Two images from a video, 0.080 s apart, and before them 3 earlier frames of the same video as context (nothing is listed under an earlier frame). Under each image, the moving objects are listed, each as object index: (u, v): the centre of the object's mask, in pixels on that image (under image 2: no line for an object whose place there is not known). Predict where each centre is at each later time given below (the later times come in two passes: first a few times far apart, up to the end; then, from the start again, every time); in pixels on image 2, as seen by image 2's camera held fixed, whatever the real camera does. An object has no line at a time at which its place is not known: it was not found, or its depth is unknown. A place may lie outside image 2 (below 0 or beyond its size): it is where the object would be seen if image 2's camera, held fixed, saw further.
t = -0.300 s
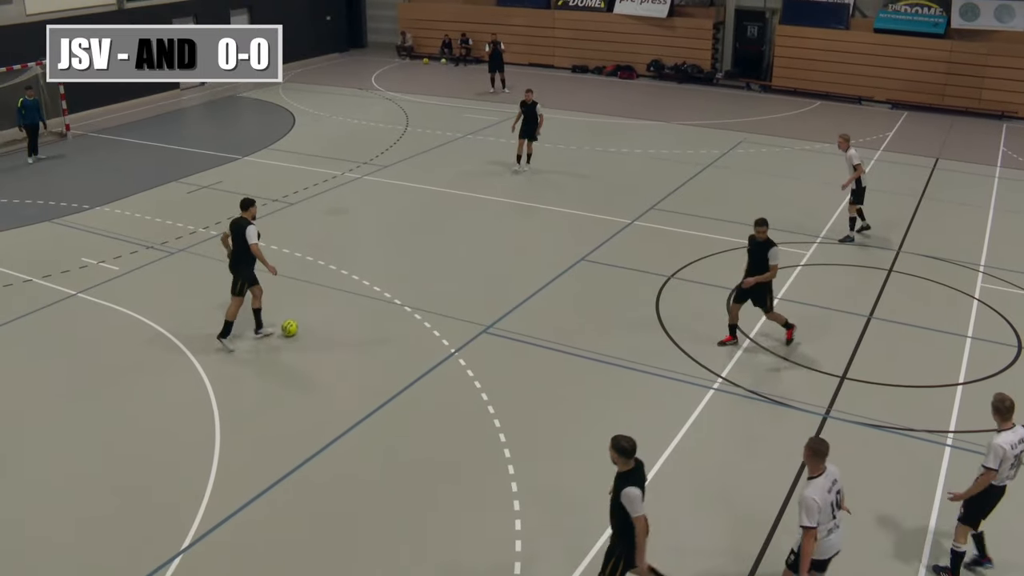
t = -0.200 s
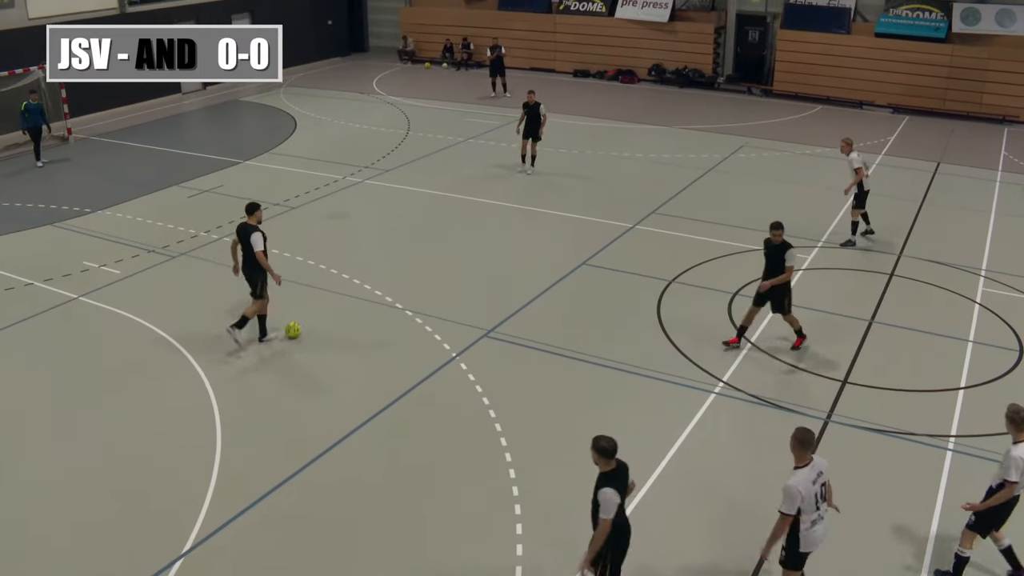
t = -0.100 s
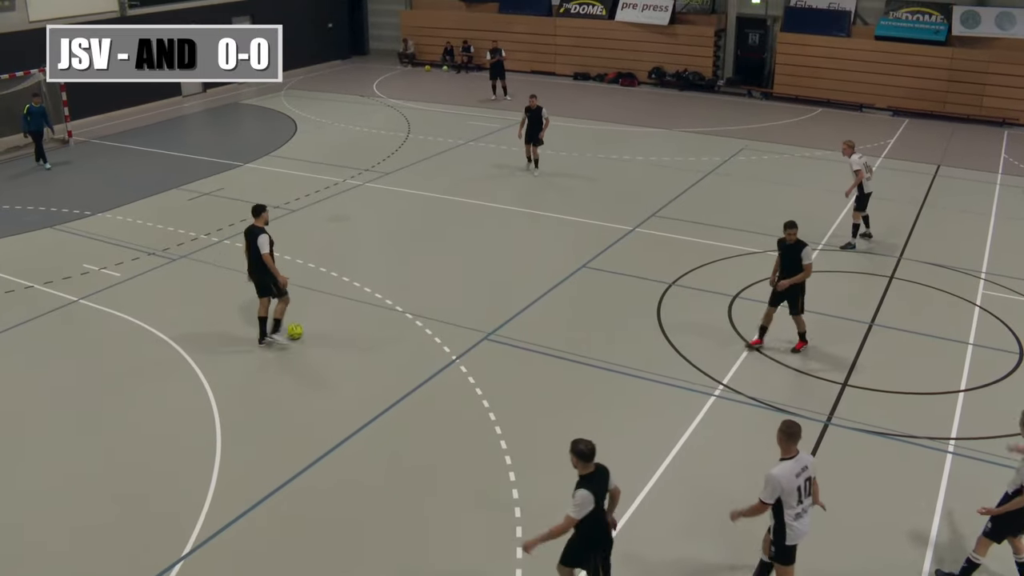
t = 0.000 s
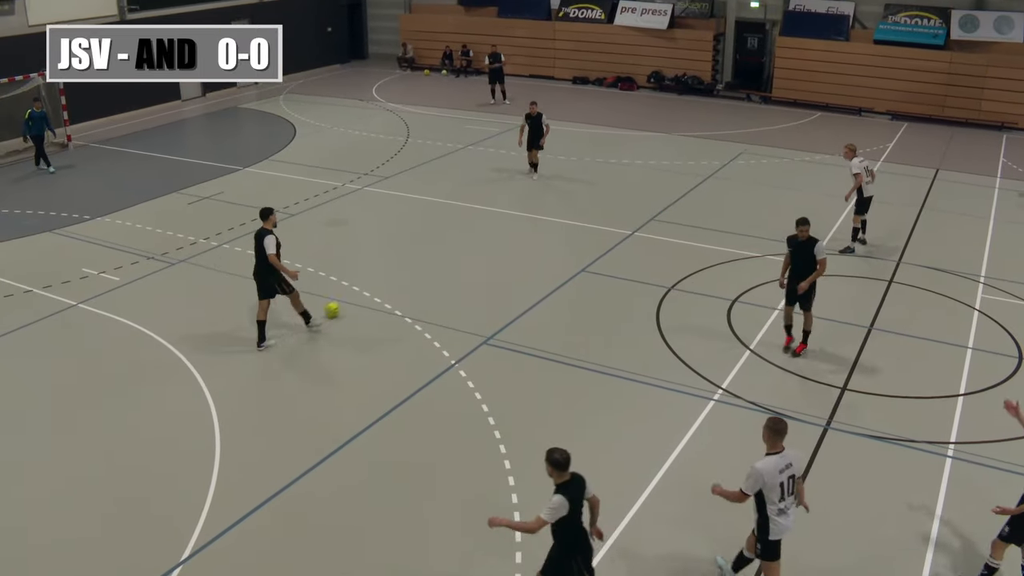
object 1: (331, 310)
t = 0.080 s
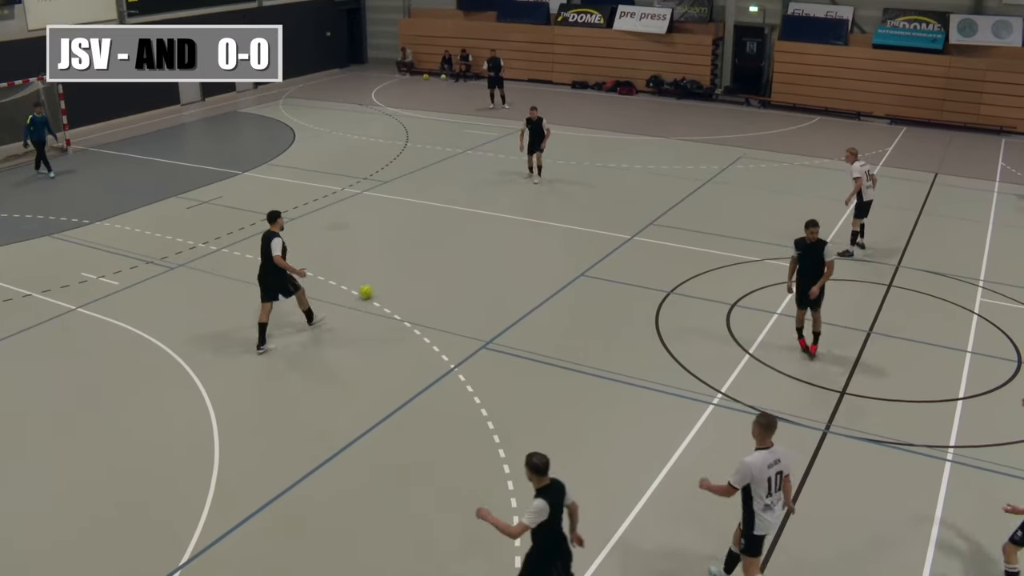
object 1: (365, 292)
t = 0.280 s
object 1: (431, 250)
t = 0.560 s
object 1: (490, 210)
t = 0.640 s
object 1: (503, 203)
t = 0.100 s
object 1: (373, 287)
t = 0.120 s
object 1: (381, 283)
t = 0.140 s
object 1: (388, 278)
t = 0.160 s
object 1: (396, 273)
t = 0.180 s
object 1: (402, 269)
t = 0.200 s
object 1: (408, 265)
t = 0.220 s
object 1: (414, 261)
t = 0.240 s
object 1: (420, 257)
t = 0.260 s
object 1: (425, 253)
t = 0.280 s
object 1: (431, 250)
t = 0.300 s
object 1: (436, 246)
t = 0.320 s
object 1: (441, 243)
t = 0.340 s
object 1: (446, 240)
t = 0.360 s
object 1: (451, 237)
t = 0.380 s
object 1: (456, 234)
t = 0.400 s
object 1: (460, 231)
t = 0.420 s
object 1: (464, 228)
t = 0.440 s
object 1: (468, 225)
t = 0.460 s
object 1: (472, 223)
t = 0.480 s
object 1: (476, 220)
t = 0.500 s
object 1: (480, 218)
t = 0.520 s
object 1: (483, 215)
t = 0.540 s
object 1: (487, 213)
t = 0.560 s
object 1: (490, 210)
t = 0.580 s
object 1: (494, 208)
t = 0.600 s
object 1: (497, 206)
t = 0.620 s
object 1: (501, 204)
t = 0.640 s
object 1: (503, 203)
